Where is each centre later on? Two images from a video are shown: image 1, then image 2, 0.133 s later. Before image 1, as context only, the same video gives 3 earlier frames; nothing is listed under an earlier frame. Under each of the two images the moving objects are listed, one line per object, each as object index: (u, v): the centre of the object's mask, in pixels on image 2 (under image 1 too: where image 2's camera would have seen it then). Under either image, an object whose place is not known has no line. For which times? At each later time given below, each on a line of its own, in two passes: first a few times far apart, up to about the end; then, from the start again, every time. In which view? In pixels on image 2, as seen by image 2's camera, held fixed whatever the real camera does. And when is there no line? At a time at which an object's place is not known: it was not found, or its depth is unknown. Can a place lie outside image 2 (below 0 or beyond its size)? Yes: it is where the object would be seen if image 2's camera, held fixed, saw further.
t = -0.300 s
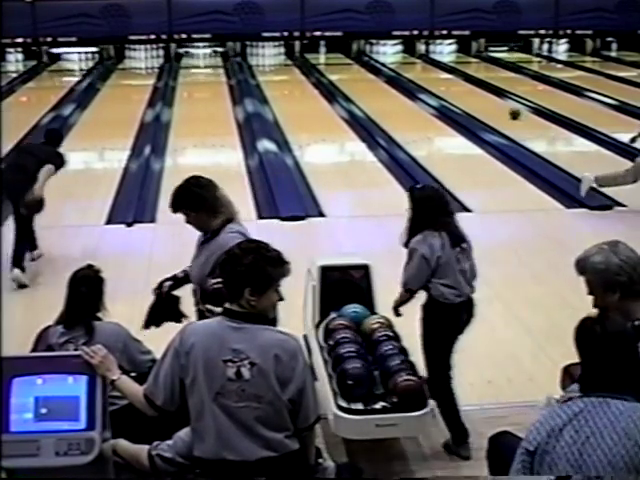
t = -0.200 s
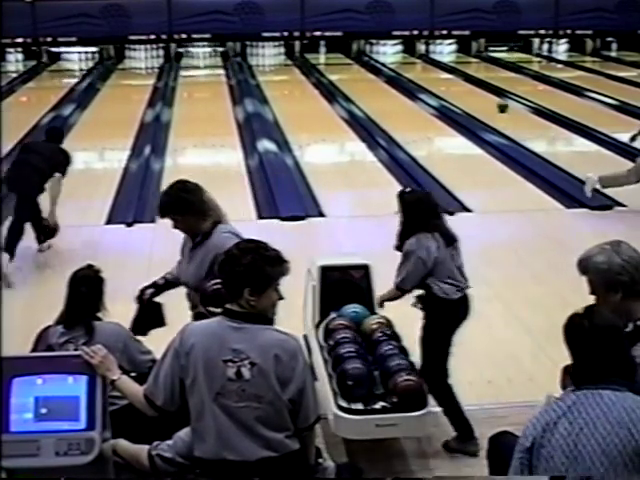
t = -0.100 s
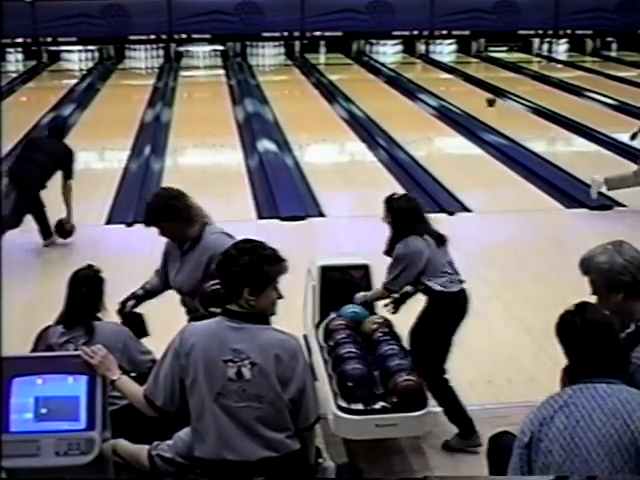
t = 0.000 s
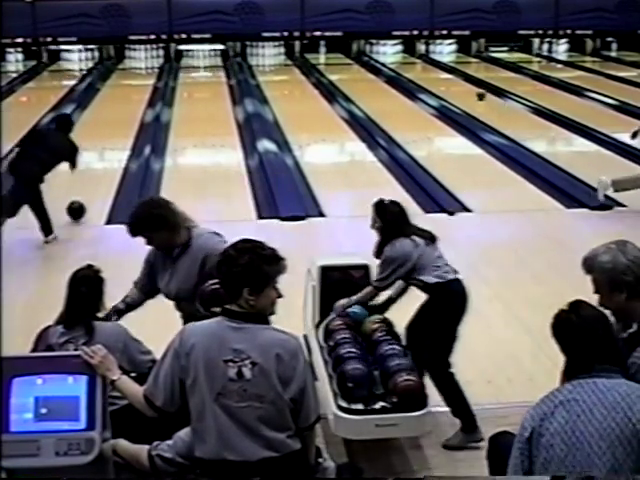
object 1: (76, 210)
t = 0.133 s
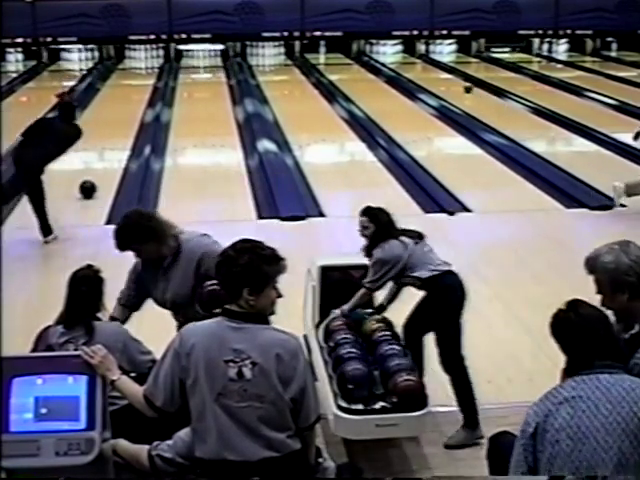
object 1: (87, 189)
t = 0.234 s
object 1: (95, 175)
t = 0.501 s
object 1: (110, 143)
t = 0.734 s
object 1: (120, 122)
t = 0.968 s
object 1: (128, 106)
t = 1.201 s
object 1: (135, 92)
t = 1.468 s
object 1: (140, 80)
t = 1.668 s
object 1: (142, 73)
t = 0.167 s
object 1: (90, 184)
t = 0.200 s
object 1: (93, 179)
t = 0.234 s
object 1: (95, 175)
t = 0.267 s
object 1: (97, 170)
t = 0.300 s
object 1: (99, 166)
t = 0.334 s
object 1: (102, 161)
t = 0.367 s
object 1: (103, 157)
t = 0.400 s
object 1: (105, 154)
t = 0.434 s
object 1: (107, 150)
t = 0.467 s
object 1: (109, 146)
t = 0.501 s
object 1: (110, 143)
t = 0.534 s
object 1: (112, 140)
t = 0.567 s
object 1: (114, 136)
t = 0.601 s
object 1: (115, 134)
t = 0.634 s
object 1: (116, 130)
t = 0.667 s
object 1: (118, 127)
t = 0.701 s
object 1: (119, 125)
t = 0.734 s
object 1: (120, 122)
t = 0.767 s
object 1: (122, 119)
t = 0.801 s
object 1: (123, 117)
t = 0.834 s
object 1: (124, 115)
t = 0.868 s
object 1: (125, 113)
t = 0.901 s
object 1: (126, 110)
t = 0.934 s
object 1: (127, 108)
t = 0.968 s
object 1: (128, 106)
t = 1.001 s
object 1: (129, 104)
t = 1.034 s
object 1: (130, 102)
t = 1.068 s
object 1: (131, 100)
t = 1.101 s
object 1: (132, 98)
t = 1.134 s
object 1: (133, 96)
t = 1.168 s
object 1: (134, 94)
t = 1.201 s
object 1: (135, 92)
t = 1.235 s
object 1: (135, 91)
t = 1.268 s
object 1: (136, 89)
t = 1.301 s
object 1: (137, 88)
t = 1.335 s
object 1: (137, 86)
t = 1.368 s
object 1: (138, 85)
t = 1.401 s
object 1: (138, 83)
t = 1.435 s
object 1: (139, 82)
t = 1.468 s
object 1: (140, 80)
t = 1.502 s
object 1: (140, 78)
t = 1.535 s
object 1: (140, 77)
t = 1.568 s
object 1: (141, 77)
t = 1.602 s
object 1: (141, 76)
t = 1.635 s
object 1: (142, 74)
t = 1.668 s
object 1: (142, 73)
